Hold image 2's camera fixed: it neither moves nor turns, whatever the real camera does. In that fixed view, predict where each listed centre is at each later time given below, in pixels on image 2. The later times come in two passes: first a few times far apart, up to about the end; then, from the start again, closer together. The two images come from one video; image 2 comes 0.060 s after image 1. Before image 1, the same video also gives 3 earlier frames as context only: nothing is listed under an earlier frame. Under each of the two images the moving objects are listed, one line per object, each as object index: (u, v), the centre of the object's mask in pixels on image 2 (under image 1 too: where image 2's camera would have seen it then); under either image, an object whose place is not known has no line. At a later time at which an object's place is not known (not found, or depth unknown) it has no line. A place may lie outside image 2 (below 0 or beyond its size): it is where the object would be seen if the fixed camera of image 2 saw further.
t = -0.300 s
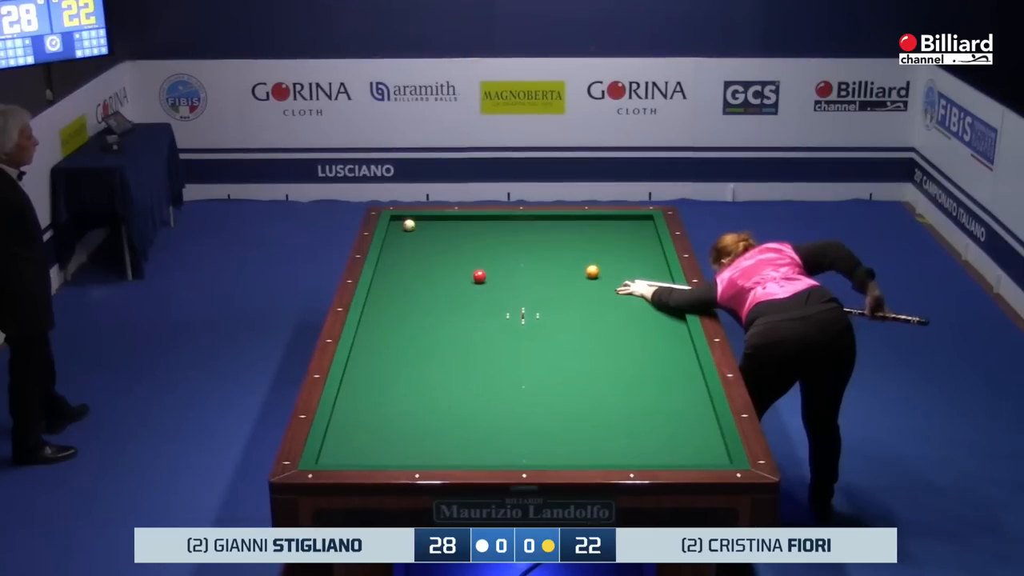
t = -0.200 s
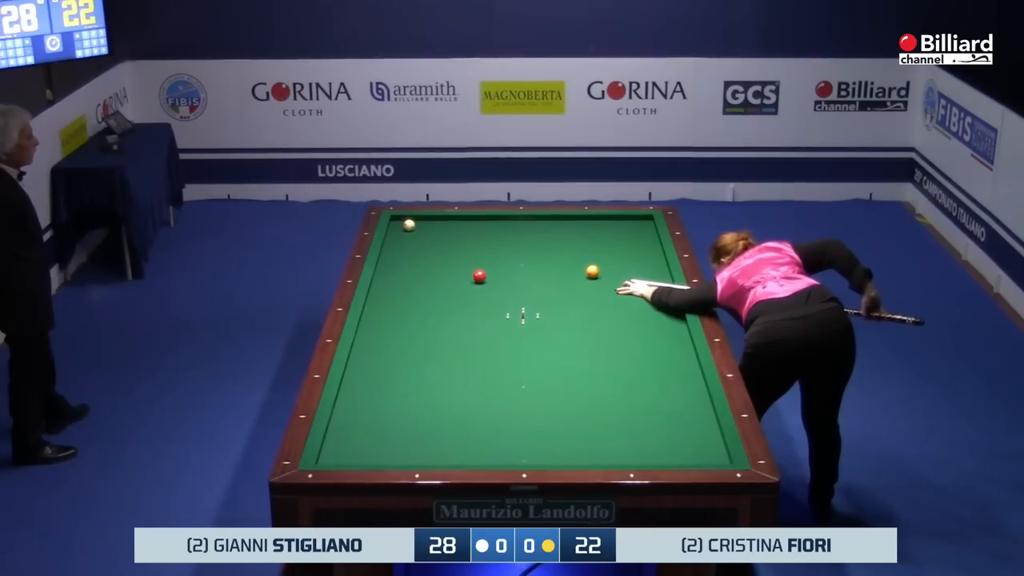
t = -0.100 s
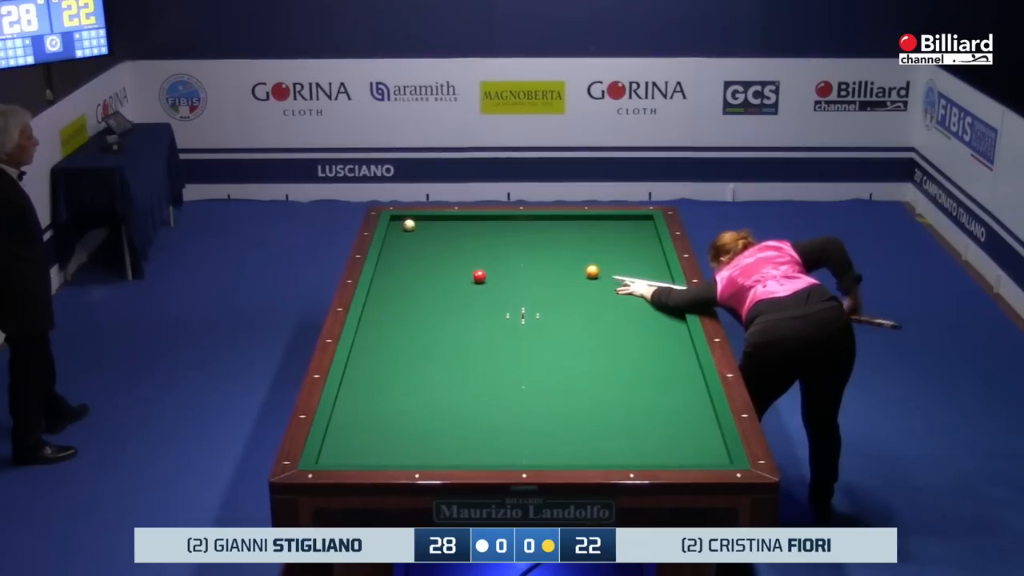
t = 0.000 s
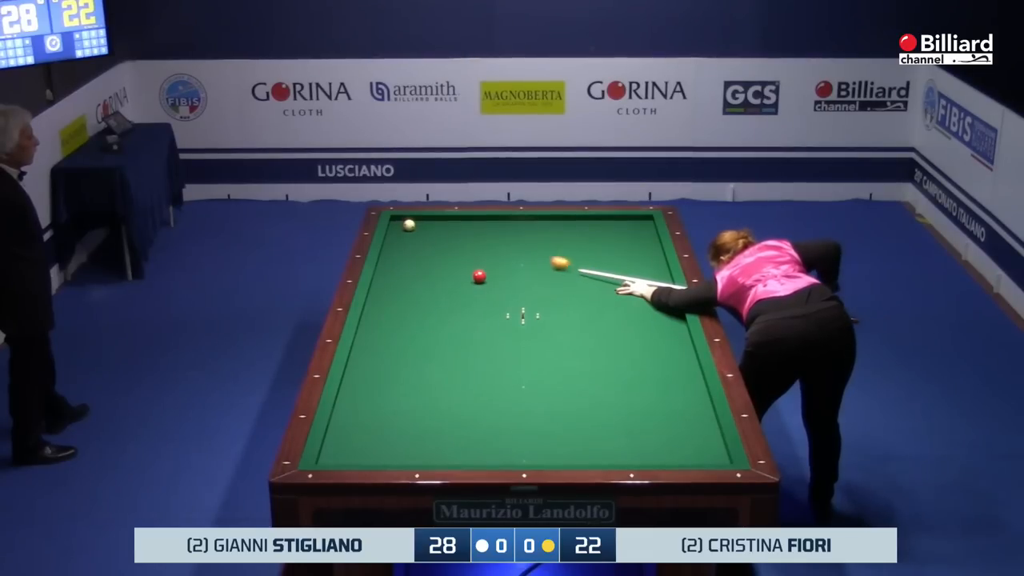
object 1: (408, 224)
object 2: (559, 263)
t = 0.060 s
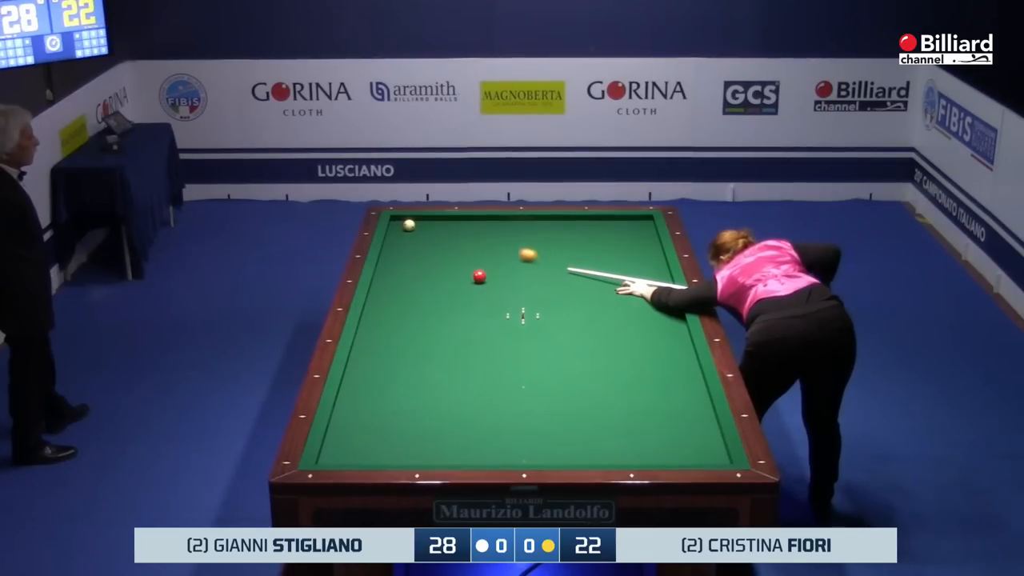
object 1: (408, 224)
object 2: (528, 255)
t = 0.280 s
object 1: (408, 224)
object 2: (427, 229)
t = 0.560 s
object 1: (451, 223)
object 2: (414, 225)
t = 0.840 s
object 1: (508, 234)
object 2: (409, 223)
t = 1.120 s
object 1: (563, 244)
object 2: (404, 220)
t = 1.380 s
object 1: (617, 254)
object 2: (401, 218)
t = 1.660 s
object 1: (653, 266)
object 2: (397, 218)
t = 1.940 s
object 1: (622, 281)
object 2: (394, 220)
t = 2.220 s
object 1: (593, 297)
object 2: (395, 220)
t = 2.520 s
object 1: (559, 315)
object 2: (396, 221)
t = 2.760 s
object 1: (531, 330)
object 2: (396, 221)
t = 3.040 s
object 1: (497, 348)
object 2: (396, 221)
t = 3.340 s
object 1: (458, 368)
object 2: (397, 222)
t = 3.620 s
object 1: (421, 388)
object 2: (397, 222)
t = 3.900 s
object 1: (380, 410)
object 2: (396, 222)
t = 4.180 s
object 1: (339, 432)
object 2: (396, 222)
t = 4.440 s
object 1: (344, 449)
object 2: (397, 221)
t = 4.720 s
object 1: (358, 458)
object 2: (396, 222)
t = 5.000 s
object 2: (397, 222)
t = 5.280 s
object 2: (396, 222)
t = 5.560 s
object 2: (397, 222)
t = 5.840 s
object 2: (397, 222)
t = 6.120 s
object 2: (397, 222)
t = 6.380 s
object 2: (396, 222)
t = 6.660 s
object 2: (397, 222)
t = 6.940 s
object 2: (396, 222)
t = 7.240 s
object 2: (397, 222)
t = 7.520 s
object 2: (397, 222)
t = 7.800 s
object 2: (397, 222)
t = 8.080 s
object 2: (397, 222)
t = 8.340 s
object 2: (397, 222)
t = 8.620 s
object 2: (397, 222)
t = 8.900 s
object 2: (396, 222)
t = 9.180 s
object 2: (397, 222)
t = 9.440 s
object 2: (396, 222)
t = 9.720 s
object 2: (397, 222)
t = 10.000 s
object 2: (397, 222)
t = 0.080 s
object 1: (408, 224)
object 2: (517, 252)
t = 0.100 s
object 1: (408, 224)
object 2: (508, 250)
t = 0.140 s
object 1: (408, 224)
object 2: (488, 245)
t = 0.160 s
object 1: (408, 224)
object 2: (479, 243)
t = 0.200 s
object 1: (408, 224)
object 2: (461, 238)
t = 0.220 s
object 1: (408, 224)
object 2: (452, 236)
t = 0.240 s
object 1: (408, 224)
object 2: (443, 234)
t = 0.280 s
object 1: (408, 224)
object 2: (427, 229)
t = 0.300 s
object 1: (408, 224)
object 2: (420, 228)
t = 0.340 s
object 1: (395, 221)
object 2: (417, 227)
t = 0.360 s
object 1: (397, 220)
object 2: (417, 227)
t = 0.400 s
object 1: (410, 217)
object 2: (416, 227)
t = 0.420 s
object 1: (417, 216)
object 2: (416, 226)
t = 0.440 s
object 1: (423, 217)
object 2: (416, 226)
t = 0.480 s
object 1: (433, 220)
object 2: (415, 226)
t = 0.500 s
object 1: (437, 221)
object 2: (415, 226)
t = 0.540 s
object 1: (447, 222)
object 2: (414, 225)
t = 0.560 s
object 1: (451, 223)
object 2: (414, 225)
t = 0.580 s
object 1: (456, 224)
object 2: (413, 225)
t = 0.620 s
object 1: (465, 226)
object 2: (412, 225)
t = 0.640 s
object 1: (469, 226)
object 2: (412, 224)
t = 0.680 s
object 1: (478, 228)
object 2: (411, 224)
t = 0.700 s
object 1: (481, 228)
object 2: (411, 224)
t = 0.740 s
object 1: (489, 230)
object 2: (410, 223)
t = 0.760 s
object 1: (493, 231)
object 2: (410, 223)
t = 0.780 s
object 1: (497, 231)
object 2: (410, 223)
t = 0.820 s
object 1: (504, 233)
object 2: (409, 223)
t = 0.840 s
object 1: (508, 234)
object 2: (409, 223)
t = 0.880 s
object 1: (516, 235)
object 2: (408, 222)
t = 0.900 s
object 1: (520, 236)
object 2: (408, 222)
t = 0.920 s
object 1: (524, 237)
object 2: (408, 222)
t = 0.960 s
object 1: (532, 238)
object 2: (407, 222)
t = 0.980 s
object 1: (536, 239)
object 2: (407, 221)
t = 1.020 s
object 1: (544, 240)
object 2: (406, 221)
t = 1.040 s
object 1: (548, 241)
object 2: (406, 221)
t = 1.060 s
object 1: (552, 242)
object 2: (405, 221)
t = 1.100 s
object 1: (560, 243)
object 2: (405, 220)
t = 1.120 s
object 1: (563, 244)
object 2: (404, 220)
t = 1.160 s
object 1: (572, 246)
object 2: (404, 220)
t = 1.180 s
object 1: (576, 246)
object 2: (403, 220)
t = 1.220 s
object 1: (584, 248)
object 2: (403, 219)
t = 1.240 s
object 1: (588, 249)
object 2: (402, 219)
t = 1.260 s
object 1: (592, 250)
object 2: (402, 219)
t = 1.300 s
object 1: (600, 251)
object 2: (402, 219)
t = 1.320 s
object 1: (604, 252)
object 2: (401, 219)
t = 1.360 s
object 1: (612, 253)
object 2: (401, 218)
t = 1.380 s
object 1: (617, 254)
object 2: (401, 218)
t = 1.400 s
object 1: (621, 255)
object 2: (400, 218)
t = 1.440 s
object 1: (629, 257)
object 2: (400, 218)
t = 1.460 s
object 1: (633, 257)
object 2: (399, 218)
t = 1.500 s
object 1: (642, 259)
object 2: (399, 218)
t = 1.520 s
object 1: (646, 260)
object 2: (399, 218)
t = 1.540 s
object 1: (650, 261)
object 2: (398, 218)
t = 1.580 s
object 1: (658, 262)
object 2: (398, 218)
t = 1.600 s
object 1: (661, 263)
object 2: (398, 218)
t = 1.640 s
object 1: (656, 265)
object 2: (397, 218)
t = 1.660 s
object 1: (653, 266)
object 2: (397, 218)
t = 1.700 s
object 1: (648, 268)
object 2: (397, 219)
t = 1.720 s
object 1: (645, 269)
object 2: (396, 219)
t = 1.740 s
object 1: (643, 270)
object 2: (396, 219)
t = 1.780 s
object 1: (638, 272)
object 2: (396, 219)
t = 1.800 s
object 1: (636, 274)
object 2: (396, 219)
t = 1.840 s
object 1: (632, 276)
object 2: (395, 219)
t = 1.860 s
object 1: (630, 277)
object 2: (395, 219)
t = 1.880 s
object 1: (628, 278)
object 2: (395, 219)
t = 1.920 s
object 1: (624, 280)
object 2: (395, 219)
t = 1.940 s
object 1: (622, 281)
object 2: (394, 220)
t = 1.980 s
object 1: (618, 283)
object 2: (394, 220)
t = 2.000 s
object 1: (616, 285)
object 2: (394, 220)
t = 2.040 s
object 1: (612, 287)
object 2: (394, 220)
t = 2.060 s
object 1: (610, 288)
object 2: (395, 220)
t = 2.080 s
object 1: (608, 289)
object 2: (395, 220)
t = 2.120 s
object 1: (603, 291)
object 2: (395, 220)
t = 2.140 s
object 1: (601, 292)
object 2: (395, 220)
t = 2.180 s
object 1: (597, 295)
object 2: (395, 220)
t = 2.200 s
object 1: (595, 296)
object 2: (395, 220)
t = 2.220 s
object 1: (593, 297)
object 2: (395, 220)
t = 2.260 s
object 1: (588, 299)
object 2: (395, 220)
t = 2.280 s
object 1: (586, 300)
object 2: (395, 220)
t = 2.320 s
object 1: (582, 303)
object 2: (395, 220)
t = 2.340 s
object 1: (579, 304)
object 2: (395, 220)
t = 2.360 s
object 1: (577, 305)
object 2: (395, 220)
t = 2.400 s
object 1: (573, 308)
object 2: (395, 221)
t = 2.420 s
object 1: (570, 309)
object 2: (395, 221)
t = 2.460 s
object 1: (566, 311)
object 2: (395, 221)
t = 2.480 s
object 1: (564, 312)
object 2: (396, 221)
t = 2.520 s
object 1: (559, 315)
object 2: (396, 221)
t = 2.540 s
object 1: (557, 316)
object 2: (396, 221)
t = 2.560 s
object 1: (555, 317)
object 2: (396, 221)
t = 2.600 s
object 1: (550, 319)
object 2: (396, 221)
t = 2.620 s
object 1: (547, 321)
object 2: (396, 221)
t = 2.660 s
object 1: (543, 323)
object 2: (396, 221)
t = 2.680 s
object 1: (541, 324)
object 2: (396, 221)
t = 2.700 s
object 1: (538, 325)
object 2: (396, 221)
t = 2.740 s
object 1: (533, 328)
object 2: (396, 221)
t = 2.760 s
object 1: (531, 330)
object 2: (396, 221)
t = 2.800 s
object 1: (526, 332)
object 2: (396, 221)
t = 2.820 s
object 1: (524, 333)
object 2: (396, 221)
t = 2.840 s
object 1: (521, 334)
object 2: (396, 221)
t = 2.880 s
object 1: (516, 337)
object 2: (396, 221)
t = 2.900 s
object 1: (514, 338)
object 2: (396, 221)
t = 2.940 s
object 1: (509, 341)
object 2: (396, 221)
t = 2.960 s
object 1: (507, 342)
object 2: (397, 221)
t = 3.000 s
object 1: (502, 345)
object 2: (396, 221)
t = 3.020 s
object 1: (499, 346)
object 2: (396, 221)
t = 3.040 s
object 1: (497, 348)
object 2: (396, 221)
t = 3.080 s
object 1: (492, 350)
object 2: (396, 221)
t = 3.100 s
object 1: (489, 352)
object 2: (397, 221)
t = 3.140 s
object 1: (484, 355)
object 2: (397, 222)
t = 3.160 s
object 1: (482, 356)
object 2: (397, 221)
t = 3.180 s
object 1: (479, 357)
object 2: (397, 222)
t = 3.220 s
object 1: (474, 360)
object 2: (397, 222)
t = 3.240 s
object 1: (471, 361)
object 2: (397, 222)
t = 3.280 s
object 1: (466, 364)
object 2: (397, 222)
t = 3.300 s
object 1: (463, 365)
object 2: (397, 222)
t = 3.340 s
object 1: (458, 368)
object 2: (397, 222)
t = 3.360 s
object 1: (456, 370)
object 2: (397, 222)
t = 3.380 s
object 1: (453, 371)
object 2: (397, 222)
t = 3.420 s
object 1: (448, 374)
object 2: (397, 222)
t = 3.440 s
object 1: (445, 375)
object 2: (397, 222)
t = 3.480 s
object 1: (439, 378)
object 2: (397, 222)
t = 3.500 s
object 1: (437, 379)
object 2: (397, 221)
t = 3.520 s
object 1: (434, 381)
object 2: (397, 222)
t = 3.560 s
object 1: (429, 384)
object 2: (397, 222)
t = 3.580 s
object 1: (426, 385)
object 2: (397, 222)
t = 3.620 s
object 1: (421, 388)
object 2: (397, 222)
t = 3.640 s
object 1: (418, 390)
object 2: (397, 222)
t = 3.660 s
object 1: (415, 391)
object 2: (397, 222)
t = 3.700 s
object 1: (409, 394)
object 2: (396, 222)
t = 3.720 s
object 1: (406, 396)
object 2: (397, 222)
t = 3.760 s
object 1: (401, 399)
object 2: (397, 221)
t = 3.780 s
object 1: (398, 400)
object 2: (397, 221)
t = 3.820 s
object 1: (392, 404)
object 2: (396, 222)
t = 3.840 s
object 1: (389, 405)
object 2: (396, 222)
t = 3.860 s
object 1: (386, 407)
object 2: (396, 222)
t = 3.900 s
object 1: (380, 410)
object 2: (396, 222)
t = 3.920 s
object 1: (377, 411)
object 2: (396, 222)
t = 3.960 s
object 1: (372, 415)
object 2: (396, 222)
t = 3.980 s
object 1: (369, 416)
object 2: (396, 222)
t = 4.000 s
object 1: (366, 418)
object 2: (396, 222)
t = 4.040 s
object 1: (360, 421)
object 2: (397, 221)
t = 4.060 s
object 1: (357, 423)
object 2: (396, 222)
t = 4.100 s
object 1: (351, 426)
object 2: (396, 222)
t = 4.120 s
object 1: (348, 427)
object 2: (396, 222)
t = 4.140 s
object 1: (345, 428)
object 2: (396, 222)
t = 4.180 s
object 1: (339, 432)
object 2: (396, 222)
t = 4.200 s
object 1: (335, 433)
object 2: (396, 222)
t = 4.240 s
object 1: (332, 436)
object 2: (397, 222)
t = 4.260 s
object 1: (334, 437)
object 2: (396, 222)
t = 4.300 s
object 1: (337, 440)
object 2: (397, 221)
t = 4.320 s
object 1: (338, 441)
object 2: (397, 222)
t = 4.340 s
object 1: (339, 442)
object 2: (396, 222)
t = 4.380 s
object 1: (341, 445)
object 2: (397, 222)
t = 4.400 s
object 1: (342, 446)
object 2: (397, 222)
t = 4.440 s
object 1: (344, 449)
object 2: (397, 221)
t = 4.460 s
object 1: (345, 450)
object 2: (397, 222)
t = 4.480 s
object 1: (346, 452)
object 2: (397, 221)
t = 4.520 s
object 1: (348, 454)
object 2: (396, 222)
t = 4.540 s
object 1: (349, 454)
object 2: (397, 222)
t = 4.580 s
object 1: (351, 456)
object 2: (396, 222)
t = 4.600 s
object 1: (352, 457)
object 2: (397, 222)
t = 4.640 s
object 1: (354, 458)
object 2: (396, 222)
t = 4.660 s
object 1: (356, 459)
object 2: (396, 222)
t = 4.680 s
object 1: (356, 459)
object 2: (396, 222)
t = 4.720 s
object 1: (358, 458)
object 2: (396, 222)
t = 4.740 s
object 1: (359, 457)
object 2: (397, 222)
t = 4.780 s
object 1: (360, 457)
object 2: (396, 222)
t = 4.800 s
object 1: (361, 456)
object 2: (397, 222)
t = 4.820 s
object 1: (362, 456)
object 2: (397, 222)
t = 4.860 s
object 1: (363, 455)
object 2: (397, 222)
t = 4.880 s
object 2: (397, 222)
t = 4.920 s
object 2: (397, 222)
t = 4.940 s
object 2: (397, 221)
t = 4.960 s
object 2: (397, 221)
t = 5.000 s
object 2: (397, 222)
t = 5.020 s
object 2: (397, 222)
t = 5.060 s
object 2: (397, 222)
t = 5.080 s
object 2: (397, 222)
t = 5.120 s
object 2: (397, 222)
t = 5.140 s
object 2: (397, 222)
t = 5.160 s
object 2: (396, 222)
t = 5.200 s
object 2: (396, 222)
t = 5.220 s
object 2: (397, 222)
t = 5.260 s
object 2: (397, 222)
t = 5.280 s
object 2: (396, 222)
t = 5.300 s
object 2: (396, 222)
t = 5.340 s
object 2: (397, 222)
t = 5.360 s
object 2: (397, 222)
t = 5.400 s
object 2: (397, 222)
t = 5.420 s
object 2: (397, 222)
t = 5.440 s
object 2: (397, 222)
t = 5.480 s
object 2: (397, 222)
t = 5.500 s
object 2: (397, 222)
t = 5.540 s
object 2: (397, 222)
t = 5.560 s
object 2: (397, 222)
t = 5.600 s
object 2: (397, 222)
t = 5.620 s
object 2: (397, 222)
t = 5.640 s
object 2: (397, 222)
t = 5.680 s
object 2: (397, 222)
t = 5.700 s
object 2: (397, 222)
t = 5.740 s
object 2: (397, 222)
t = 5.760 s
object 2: (397, 222)
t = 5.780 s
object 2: (397, 222)
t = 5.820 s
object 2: (397, 222)
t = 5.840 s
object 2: (397, 222)
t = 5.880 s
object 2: (397, 222)
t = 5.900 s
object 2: (397, 222)
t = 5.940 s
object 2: (397, 221)
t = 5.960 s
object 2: (396, 222)
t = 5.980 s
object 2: (397, 222)
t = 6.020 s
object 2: (397, 222)
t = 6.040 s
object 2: (396, 222)
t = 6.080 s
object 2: (397, 222)
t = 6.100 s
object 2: (397, 222)
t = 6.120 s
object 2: (397, 222)
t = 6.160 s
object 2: (397, 222)
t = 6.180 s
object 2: (397, 222)
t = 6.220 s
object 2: (397, 222)
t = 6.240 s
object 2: (397, 222)
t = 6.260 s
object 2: (397, 222)
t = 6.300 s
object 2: (397, 222)
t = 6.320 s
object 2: (397, 222)
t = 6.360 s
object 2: (397, 222)
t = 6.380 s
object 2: (396, 222)
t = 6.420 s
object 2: (397, 222)
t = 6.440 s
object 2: (397, 222)
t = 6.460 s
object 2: (397, 222)
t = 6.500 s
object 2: (397, 222)
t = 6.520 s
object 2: (397, 222)
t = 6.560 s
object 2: (397, 222)
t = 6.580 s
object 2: (397, 222)
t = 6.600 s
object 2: (397, 222)
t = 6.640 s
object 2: (397, 222)
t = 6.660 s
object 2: (397, 222)
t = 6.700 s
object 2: (397, 222)
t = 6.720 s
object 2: (396, 222)
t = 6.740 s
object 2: (396, 222)
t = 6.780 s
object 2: (396, 222)
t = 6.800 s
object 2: (396, 222)
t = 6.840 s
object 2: (396, 222)
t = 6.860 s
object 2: (396, 222)
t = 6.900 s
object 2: (396, 222)
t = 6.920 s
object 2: (396, 222)
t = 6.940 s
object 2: (396, 222)
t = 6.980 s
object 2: (396, 222)
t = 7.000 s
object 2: (396, 222)
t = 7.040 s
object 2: (396, 222)
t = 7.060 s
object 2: (396, 222)
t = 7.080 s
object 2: (396, 222)
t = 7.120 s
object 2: (396, 222)
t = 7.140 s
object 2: (396, 222)
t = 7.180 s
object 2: (396, 222)
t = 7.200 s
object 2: (397, 222)
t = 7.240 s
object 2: (397, 222)
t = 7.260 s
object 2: (397, 222)
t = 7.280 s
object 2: (396, 222)
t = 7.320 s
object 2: (396, 222)
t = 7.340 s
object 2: (397, 222)
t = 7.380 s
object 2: (396, 222)
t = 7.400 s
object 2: (397, 222)
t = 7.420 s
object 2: (397, 222)
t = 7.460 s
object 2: (397, 222)
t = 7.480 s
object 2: (397, 222)
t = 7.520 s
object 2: (397, 222)
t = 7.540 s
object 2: (397, 222)
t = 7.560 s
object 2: (397, 222)
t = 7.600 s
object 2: (397, 222)
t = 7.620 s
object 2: (397, 222)
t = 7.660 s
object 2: (397, 222)
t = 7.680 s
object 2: (397, 222)
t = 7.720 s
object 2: (397, 222)
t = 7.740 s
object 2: (397, 222)
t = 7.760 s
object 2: (397, 222)
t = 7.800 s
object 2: (397, 222)
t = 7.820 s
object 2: (396, 222)
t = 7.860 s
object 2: (397, 222)
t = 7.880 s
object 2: (397, 222)
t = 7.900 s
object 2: (397, 222)
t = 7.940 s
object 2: (396, 222)
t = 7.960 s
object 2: (397, 222)
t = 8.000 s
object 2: (396, 222)
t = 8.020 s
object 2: (397, 222)
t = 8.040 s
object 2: (396, 222)
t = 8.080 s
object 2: (397, 222)
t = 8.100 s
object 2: (396, 222)
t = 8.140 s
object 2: (397, 222)
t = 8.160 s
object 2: (397, 222)
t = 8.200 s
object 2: (397, 222)
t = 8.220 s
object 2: (397, 222)
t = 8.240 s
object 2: (397, 222)
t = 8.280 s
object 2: (397, 222)
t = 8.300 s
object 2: (397, 222)
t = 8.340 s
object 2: (397, 222)
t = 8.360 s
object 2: (397, 222)
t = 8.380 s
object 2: (397, 222)
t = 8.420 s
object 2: (397, 222)
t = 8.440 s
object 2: (397, 222)
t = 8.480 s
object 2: (397, 222)
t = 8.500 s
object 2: (397, 222)
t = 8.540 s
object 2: (397, 222)
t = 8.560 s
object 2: (397, 222)
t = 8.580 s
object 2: (397, 222)
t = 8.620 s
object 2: (397, 222)
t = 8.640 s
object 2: (397, 222)
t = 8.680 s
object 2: (397, 222)
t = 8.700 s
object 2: (397, 222)
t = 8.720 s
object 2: (396, 222)
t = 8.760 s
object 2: (397, 222)
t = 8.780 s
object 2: (396, 222)
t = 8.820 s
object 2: (397, 222)
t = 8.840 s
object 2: (397, 222)
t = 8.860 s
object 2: (396, 222)
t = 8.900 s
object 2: (396, 222)
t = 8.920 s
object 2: (397, 222)
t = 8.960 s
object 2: (397, 222)
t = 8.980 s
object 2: (397, 222)
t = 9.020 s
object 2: (397, 222)
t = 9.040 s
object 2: (396, 222)
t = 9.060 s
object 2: (397, 222)
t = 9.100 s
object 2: (397, 222)
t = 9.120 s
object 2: (397, 222)
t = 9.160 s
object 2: (397, 222)
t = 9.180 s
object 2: (397, 222)
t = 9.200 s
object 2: (397, 222)
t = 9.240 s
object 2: (396, 222)
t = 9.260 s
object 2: (396, 222)
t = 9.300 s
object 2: (397, 222)
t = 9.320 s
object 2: (397, 222)
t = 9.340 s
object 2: (396, 222)
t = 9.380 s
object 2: (396, 222)
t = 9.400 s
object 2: (396, 222)
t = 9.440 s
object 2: (396, 222)
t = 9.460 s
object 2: (396, 222)
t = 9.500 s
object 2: (397, 222)
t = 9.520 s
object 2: (396, 222)
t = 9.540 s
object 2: (396, 222)
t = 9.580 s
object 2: (396, 222)
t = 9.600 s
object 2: (396, 222)
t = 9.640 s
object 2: (397, 222)
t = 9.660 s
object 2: (397, 222)
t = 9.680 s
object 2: (397, 222)
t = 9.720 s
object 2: (397, 222)
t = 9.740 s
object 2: (397, 222)
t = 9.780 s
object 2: (397, 222)
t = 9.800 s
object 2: (397, 222)
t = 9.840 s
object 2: (397, 222)
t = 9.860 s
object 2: (397, 222)
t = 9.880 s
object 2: (397, 222)
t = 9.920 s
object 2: (397, 222)
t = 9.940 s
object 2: (396, 222)
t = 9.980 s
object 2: (397, 222)
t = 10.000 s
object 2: (397, 222)
